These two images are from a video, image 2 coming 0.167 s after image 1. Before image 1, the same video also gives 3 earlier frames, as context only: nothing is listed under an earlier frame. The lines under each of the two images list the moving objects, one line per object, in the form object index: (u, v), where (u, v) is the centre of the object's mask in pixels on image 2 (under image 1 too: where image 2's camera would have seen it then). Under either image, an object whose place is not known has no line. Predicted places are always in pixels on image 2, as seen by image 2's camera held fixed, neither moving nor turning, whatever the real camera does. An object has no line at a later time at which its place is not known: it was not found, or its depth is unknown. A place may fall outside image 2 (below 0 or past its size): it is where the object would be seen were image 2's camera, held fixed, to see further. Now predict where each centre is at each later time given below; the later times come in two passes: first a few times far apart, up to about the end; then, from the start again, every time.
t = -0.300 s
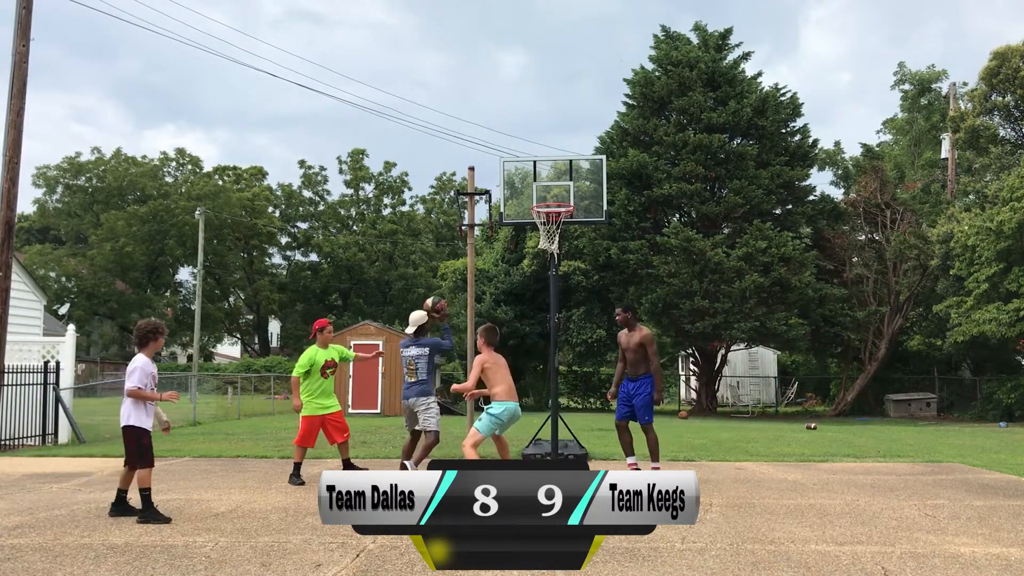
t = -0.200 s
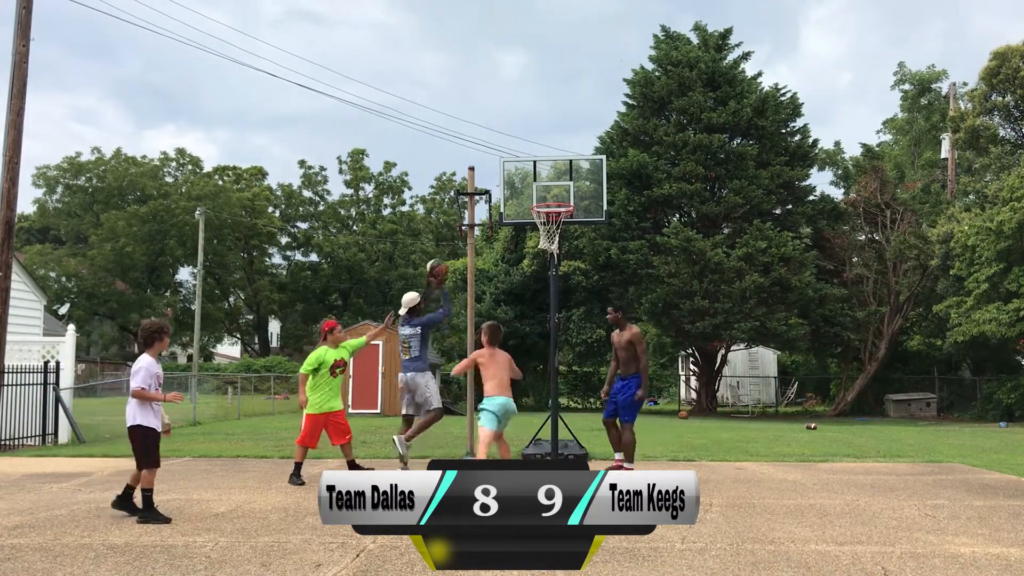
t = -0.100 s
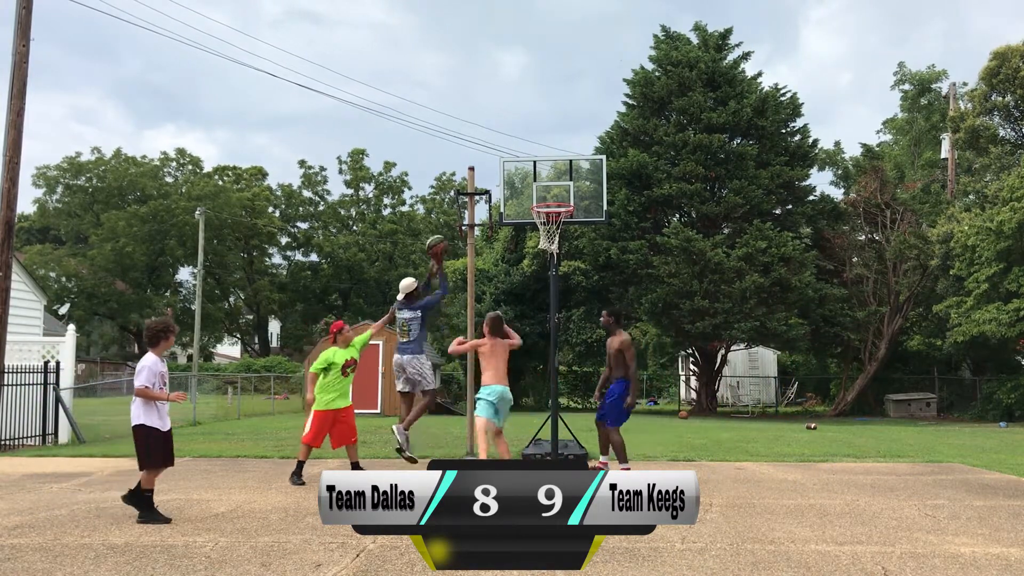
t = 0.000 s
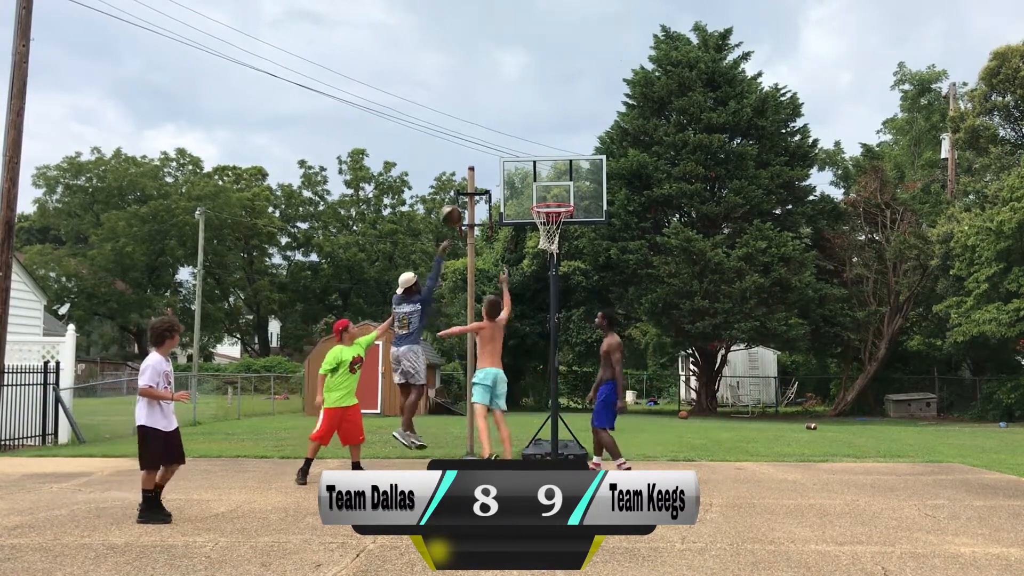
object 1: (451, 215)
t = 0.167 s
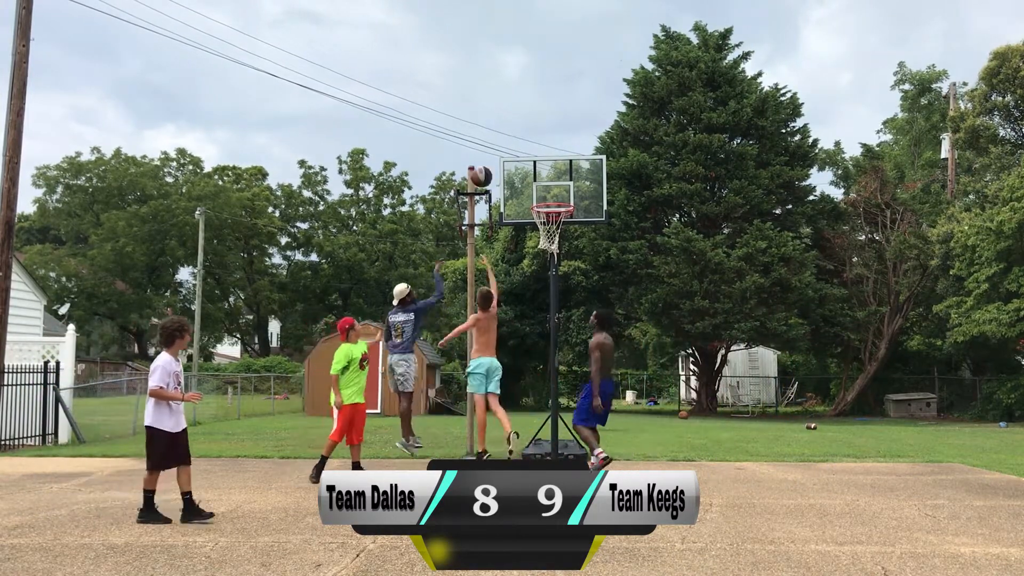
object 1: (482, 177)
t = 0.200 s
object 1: (487, 173)
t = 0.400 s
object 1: (520, 166)
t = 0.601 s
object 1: (545, 184)
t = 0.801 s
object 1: (555, 221)
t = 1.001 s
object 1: (557, 239)
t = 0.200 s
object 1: (487, 173)
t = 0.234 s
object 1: (493, 168)
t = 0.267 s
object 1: (498, 166)
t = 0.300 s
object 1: (504, 164)
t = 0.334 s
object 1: (509, 164)
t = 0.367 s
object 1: (515, 165)
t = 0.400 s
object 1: (520, 166)
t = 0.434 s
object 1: (525, 168)
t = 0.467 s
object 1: (530, 171)
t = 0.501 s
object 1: (536, 174)
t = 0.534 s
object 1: (540, 178)
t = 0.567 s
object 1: (543, 180)
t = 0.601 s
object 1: (545, 184)
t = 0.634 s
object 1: (548, 189)
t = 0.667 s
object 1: (551, 194)
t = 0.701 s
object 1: (554, 201)
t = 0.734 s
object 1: (556, 208)
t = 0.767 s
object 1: (556, 214)
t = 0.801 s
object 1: (555, 221)
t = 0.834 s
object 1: (555, 227)
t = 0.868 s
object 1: (555, 235)
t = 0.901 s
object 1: (558, 240)
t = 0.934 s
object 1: (558, 241)
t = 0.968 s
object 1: (557, 239)
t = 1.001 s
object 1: (557, 239)
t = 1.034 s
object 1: (557, 239)
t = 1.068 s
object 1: (556, 240)
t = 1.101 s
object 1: (556, 241)
